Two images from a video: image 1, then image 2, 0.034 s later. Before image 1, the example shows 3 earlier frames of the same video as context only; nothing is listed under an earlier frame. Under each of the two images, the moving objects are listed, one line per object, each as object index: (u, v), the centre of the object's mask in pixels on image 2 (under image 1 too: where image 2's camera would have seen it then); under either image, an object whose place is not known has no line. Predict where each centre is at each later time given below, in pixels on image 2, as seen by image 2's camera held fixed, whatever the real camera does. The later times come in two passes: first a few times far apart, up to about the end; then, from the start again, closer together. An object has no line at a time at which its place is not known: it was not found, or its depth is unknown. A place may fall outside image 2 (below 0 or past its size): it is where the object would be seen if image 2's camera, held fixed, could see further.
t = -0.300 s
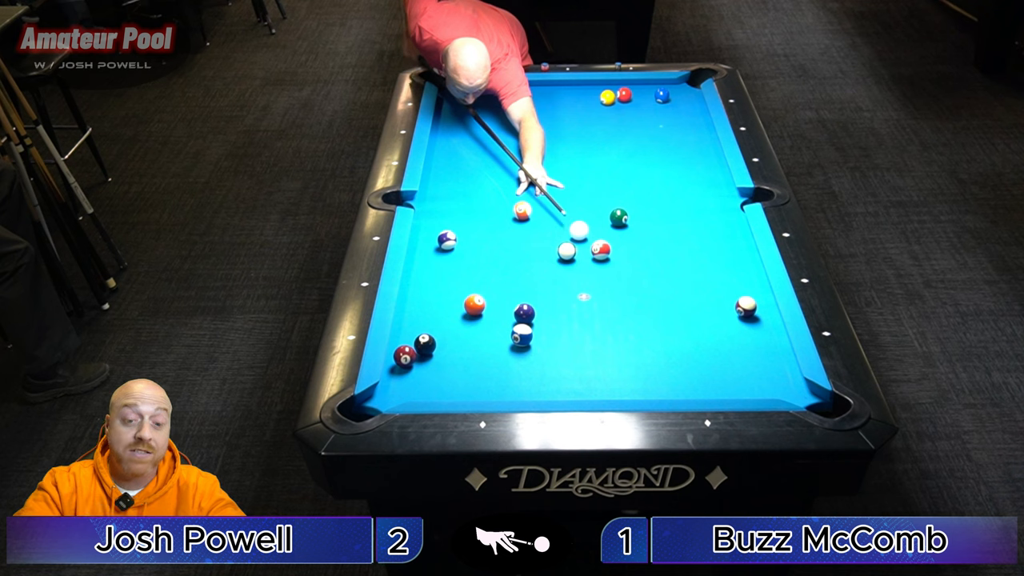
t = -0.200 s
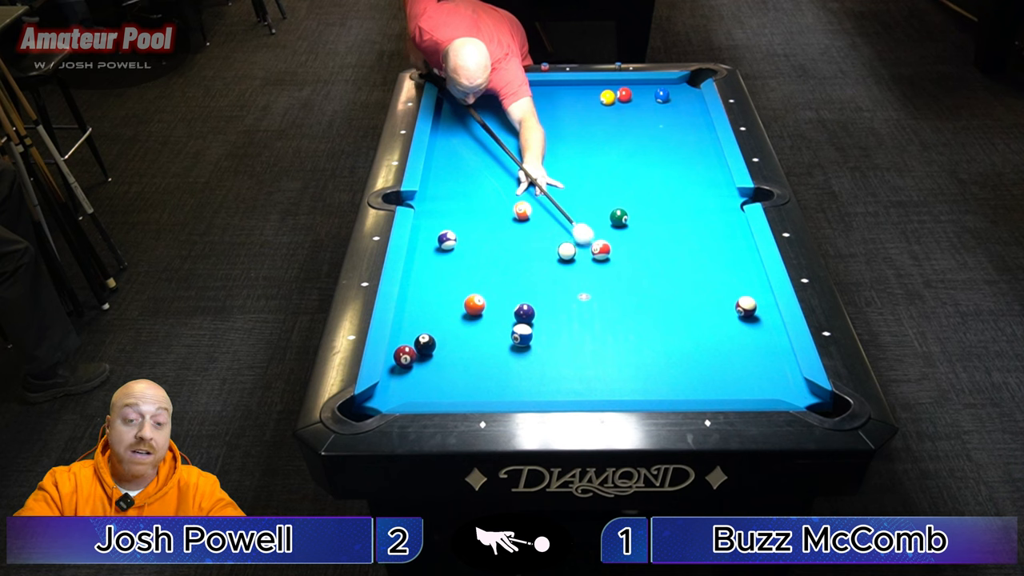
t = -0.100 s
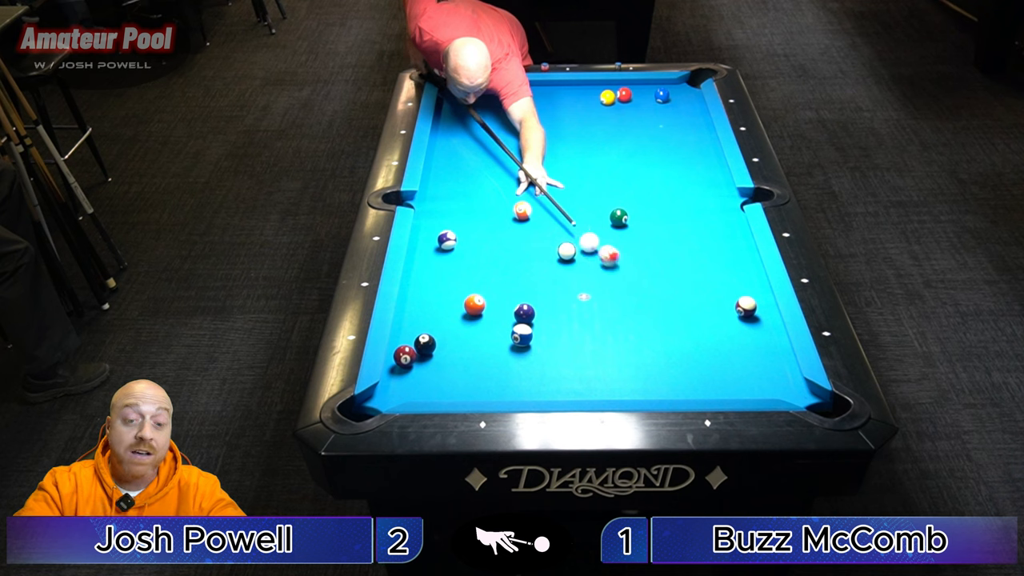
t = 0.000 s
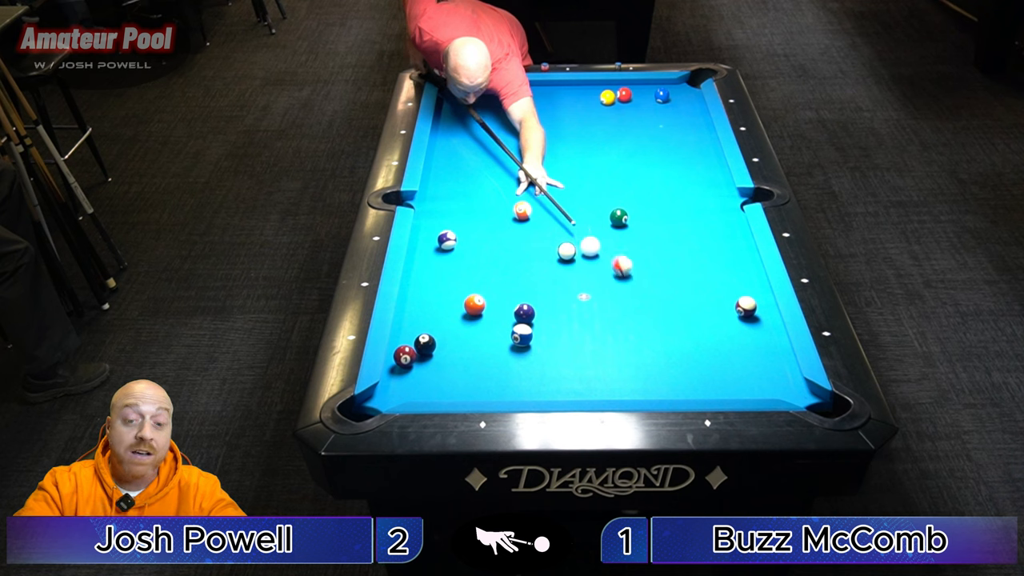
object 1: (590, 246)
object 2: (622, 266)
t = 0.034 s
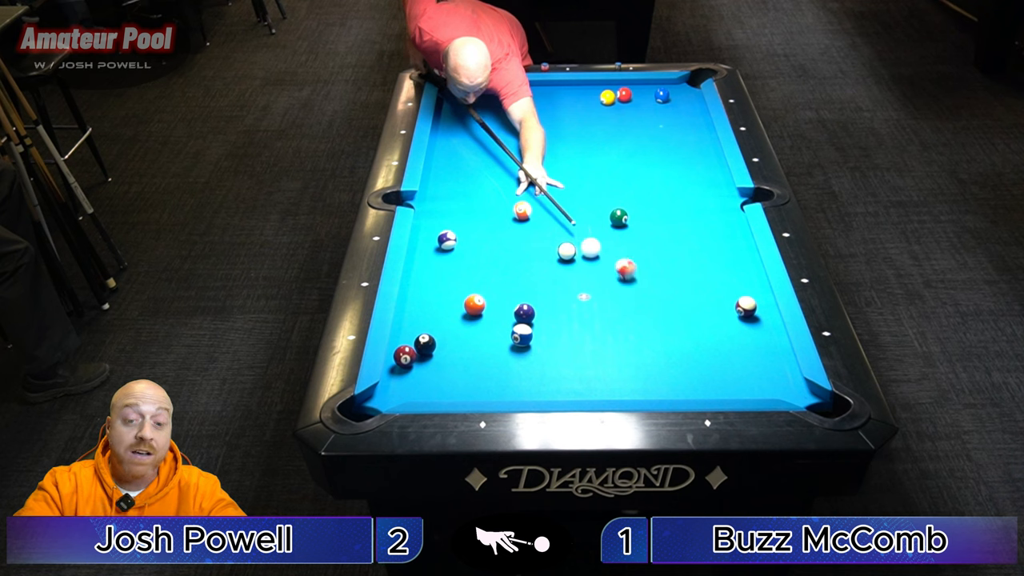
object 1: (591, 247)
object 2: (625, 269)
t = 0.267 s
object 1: (594, 257)
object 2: (655, 291)
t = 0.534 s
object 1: (597, 267)
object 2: (689, 318)
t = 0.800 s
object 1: (600, 276)
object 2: (725, 345)
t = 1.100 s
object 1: (604, 285)
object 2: (767, 376)
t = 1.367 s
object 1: (607, 292)
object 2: (806, 403)
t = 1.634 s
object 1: (609, 299)
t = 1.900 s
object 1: (611, 304)
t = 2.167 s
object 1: (613, 308)
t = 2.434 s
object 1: (615, 312)
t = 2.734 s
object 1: (616, 314)
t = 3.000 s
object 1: (617, 315)
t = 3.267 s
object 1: (618, 315)
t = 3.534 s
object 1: (618, 315)
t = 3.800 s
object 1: (618, 315)
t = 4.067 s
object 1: (618, 315)
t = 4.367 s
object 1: (618, 315)
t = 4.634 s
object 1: (618, 315)
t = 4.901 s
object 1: (618, 315)
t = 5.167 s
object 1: (618, 315)
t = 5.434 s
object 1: (618, 315)
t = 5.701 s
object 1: (618, 315)
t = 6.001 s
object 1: (618, 315)
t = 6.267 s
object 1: (618, 315)
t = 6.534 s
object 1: (618, 315)
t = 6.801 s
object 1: (618, 315)
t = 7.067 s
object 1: (618, 315)
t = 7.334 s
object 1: (618, 315)
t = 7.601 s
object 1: (618, 315)
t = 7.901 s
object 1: (618, 315)
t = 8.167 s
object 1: (618, 315)
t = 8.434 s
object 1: (618, 315)
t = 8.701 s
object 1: (618, 315)
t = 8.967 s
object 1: (618, 315)
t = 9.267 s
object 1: (618, 315)
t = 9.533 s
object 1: (618, 315)
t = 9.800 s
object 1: (618, 315)
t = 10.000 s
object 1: (618, 315)
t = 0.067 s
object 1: (591, 249)
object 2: (630, 272)
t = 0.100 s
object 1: (591, 250)
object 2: (634, 275)
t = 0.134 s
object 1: (592, 251)
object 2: (638, 278)
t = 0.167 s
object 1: (592, 253)
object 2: (642, 282)
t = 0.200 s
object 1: (593, 254)
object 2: (646, 285)
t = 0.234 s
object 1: (593, 255)
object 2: (650, 288)
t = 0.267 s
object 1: (594, 257)
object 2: (655, 291)
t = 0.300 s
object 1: (594, 258)
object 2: (659, 295)
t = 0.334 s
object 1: (595, 259)
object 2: (663, 297)
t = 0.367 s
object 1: (595, 260)
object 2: (667, 300)
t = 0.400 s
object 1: (596, 262)
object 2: (671, 304)
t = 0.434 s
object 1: (596, 263)
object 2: (676, 307)
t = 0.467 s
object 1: (596, 264)
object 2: (681, 311)
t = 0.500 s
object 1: (597, 265)
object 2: (685, 315)
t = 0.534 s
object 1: (597, 267)
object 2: (689, 318)
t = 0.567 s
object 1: (598, 268)
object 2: (694, 320)
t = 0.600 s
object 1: (598, 269)
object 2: (698, 324)
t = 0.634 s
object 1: (599, 270)
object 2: (703, 328)
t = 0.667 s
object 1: (599, 271)
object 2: (707, 332)
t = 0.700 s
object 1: (599, 273)
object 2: (711, 334)
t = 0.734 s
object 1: (600, 274)
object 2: (716, 337)
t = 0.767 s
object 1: (600, 275)
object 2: (720, 341)
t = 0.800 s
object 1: (600, 276)
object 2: (725, 345)
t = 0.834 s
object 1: (601, 277)
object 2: (729, 349)
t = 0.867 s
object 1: (601, 278)
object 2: (734, 351)
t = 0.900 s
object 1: (602, 279)
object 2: (739, 355)
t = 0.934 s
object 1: (602, 280)
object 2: (743, 359)
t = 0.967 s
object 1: (603, 281)
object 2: (748, 362)
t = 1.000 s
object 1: (603, 282)
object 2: (753, 366)
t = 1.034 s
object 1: (603, 283)
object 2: (757, 369)
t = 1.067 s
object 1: (604, 284)
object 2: (762, 373)
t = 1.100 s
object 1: (604, 285)
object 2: (767, 376)
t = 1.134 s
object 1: (605, 286)
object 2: (772, 380)
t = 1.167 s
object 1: (605, 287)
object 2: (776, 384)
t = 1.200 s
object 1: (605, 288)
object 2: (781, 387)
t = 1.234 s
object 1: (606, 289)
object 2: (786, 390)
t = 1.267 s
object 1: (606, 290)
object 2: (791, 393)
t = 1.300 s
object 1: (606, 291)
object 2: (797, 396)
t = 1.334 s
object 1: (607, 291)
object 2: (802, 399)
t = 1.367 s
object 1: (607, 292)
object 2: (806, 403)
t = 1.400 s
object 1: (607, 293)
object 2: (811, 408)
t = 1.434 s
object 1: (608, 294)
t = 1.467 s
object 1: (608, 295)
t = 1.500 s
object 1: (608, 296)
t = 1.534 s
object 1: (609, 297)
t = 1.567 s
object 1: (609, 297)
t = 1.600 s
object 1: (609, 298)
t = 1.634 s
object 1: (609, 299)
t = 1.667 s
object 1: (610, 299)
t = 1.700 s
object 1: (610, 300)
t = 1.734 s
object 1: (610, 301)
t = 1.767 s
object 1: (610, 302)
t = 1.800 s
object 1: (611, 302)
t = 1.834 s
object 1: (611, 303)
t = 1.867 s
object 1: (611, 303)
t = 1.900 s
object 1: (611, 304)
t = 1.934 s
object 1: (612, 305)
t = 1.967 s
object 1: (612, 305)
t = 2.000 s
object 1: (612, 306)
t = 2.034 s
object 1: (612, 306)
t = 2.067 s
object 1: (613, 307)
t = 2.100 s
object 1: (613, 307)
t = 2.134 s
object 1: (613, 308)
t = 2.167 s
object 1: (613, 308)
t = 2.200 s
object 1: (614, 309)
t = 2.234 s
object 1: (614, 309)
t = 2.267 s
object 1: (614, 310)
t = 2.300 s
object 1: (614, 310)
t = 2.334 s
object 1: (615, 310)
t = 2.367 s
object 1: (615, 311)
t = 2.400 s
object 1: (615, 311)
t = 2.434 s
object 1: (615, 312)
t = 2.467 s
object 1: (615, 312)
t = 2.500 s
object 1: (615, 312)
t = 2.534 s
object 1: (615, 313)
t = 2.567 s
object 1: (615, 313)
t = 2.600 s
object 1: (616, 313)
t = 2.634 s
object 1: (616, 313)
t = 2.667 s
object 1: (616, 314)
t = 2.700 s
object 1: (616, 314)
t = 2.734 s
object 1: (616, 314)
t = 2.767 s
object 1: (617, 314)
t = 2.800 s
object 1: (617, 314)
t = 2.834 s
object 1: (617, 315)
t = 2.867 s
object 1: (617, 315)
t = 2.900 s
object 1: (617, 315)
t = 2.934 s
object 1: (617, 315)
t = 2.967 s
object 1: (617, 315)
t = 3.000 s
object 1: (617, 315)
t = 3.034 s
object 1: (617, 315)
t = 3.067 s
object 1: (617, 315)
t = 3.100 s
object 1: (618, 315)
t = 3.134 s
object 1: (618, 315)
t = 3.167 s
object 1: (618, 315)
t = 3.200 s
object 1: (618, 315)
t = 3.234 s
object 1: (618, 315)
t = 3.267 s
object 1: (618, 315)
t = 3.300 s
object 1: (618, 315)
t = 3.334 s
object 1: (618, 315)
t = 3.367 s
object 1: (618, 315)
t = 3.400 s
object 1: (618, 315)
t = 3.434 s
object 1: (618, 315)
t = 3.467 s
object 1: (618, 315)
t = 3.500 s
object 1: (618, 315)
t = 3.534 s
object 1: (618, 315)
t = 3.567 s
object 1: (618, 315)
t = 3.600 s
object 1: (618, 315)
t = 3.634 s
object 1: (618, 315)
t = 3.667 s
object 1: (618, 315)
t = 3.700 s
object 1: (618, 315)
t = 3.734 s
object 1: (618, 315)
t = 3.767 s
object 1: (618, 315)
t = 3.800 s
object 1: (618, 315)
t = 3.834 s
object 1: (618, 315)
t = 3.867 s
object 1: (618, 315)
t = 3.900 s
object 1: (618, 315)
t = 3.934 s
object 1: (618, 315)
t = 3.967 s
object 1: (618, 315)
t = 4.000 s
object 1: (618, 315)
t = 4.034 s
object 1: (618, 315)
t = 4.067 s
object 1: (618, 315)
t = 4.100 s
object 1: (618, 315)
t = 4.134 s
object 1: (618, 315)
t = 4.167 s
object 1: (618, 315)
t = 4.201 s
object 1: (618, 315)
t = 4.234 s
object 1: (618, 315)
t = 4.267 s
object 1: (618, 315)
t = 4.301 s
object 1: (618, 315)
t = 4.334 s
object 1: (618, 315)
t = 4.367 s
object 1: (618, 315)
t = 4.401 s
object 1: (618, 315)
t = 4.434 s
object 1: (618, 315)
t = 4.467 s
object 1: (618, 315)
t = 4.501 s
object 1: (618, 315)
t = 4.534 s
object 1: (618, 315)
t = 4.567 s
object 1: (618, 315)
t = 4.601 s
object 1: (618, 315)
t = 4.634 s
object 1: (618, 315)
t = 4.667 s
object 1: (618, 315)
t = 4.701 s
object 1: (618, 315)
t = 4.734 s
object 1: (618, 315)
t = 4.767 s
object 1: (618, 315)
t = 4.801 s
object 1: (618, 315)
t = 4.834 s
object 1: (618, 315)
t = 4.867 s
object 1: (618, 315)
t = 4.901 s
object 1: (618, 315)
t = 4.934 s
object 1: (618, 315)
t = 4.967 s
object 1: (618, 315)
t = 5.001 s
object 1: (618, 315)
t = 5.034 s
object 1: (618, 315)
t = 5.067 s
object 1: (618, 315)
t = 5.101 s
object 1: (618, 315)
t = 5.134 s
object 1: (618, 315)
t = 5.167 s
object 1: (618, 315)
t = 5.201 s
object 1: (618, 315)
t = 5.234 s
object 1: (618, 315)
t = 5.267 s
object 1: (618, 315)
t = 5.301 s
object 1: (618, 315)
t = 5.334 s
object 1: (618, 315)
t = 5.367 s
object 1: (618, 315)
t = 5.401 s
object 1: (618, 315)
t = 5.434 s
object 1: (618, 315)
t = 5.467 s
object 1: (618, 315)
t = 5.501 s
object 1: (618, 315)
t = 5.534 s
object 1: (618, 315)
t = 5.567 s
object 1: (618, 315)
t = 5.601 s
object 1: (618, 315)
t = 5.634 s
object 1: (618, 315)
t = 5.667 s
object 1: (618, 315)
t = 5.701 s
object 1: (618, 315)
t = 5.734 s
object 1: (618, 315)
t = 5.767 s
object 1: (618, 315)
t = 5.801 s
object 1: (618, 315)
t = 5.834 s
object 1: (618, 315)
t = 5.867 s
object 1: (618, 315)
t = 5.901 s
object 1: (618, 315)
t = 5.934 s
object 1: (618, 315)
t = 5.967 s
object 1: (618, 315)
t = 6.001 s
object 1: (618, 315)
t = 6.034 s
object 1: (618, 315)
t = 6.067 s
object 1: (618, 315)
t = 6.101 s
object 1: (618, 315)
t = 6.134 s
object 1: (618, 315)
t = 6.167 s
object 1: (618, 315)
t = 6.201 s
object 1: (618, 315)
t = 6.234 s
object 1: (618, 315)
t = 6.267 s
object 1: (618, 315)
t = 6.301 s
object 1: (618, 315)
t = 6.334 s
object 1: (618, 315)
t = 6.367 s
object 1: (618, 315)
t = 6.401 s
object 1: (618, 315)
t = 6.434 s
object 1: (618, 315)
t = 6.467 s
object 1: (618, 315)
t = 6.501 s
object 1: (618, 315)
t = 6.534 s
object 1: (618, 315)
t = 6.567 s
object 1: (618, 315)
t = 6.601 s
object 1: (618, 315)
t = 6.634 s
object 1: (618, 315)
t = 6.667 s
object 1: (618, 315)
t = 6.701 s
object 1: (618, 315)
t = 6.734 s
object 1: (618, 315)
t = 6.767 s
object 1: (618, 315)
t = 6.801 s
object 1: (618, 315)
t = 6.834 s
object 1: (618, 315)
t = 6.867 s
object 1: (618, 315)
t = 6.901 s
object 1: (618, 315)
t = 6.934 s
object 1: (618, 315)
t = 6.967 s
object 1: (618, 315)
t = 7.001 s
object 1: (618, 315)
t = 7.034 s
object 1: (618, 315)
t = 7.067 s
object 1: (618, 315)
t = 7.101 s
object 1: (618, 315)
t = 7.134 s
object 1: (618, 315)
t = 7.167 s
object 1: (618, 315)
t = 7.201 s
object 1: (618, 315)
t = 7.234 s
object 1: (618, 315)
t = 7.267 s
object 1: (618, 315)
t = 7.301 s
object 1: (618, 315)
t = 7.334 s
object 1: (618, 315)
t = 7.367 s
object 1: (618, 315)
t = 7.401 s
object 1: (618, 315)
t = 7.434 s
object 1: (618, 315)
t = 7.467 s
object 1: (618, 315)
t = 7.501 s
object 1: (618, 315)
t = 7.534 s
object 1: (618, 315)
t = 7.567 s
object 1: (618, 315)
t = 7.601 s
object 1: (618, 315)
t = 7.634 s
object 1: (618, 315)
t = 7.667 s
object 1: (618, 315)
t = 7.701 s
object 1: (618, 315)
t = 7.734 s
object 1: (618, 315)
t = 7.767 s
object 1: (618, 315)
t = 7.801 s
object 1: (618, 315)
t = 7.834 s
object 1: (618, 315)
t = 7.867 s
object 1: (618, 315)
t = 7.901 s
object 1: (618, 315)
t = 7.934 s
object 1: (618, 315)
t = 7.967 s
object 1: (618, 315)
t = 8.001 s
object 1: (618, 315)
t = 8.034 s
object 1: (618, 315)
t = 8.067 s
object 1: (618, 315)
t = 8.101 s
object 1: (618, 315)
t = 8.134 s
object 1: (618, 315)
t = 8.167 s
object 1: (618, 315)
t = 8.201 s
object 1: (618, 315)
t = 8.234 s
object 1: (618, 315)
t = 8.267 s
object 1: (618, 315)
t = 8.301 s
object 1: (618, 315)
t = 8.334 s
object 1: (618, 315)
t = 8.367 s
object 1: (618, 315)
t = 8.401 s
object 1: (618, 315)
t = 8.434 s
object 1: (618, 315)
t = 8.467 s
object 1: (618, 315)
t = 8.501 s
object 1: (618, 315)
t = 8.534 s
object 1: (618, 315)
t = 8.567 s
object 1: (618, 315)
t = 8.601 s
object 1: (618, 315)
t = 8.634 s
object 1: (618, 315)
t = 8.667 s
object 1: (618, 315)
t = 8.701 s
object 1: (618, 315)
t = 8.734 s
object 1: (618, 315)
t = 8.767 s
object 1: (618, 315)
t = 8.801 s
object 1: (618, 315)
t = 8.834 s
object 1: (618, 315)
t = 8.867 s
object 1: (618, 315)
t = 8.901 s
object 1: (618, 315)
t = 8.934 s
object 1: (618, 315)
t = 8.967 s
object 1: (618, 315)
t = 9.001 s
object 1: (618, 315)
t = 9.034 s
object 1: (618, 315)
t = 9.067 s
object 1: (618, 315)
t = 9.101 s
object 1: (618, 315)
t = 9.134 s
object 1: (618, 315)
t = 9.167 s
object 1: (618, 315)
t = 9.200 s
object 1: (618, 315)
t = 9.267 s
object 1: (618, 315)
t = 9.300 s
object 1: (618, 315)
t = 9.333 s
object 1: (618, 315)
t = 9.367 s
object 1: (618, 315)
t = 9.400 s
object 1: (618, 315)
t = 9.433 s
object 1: (618, 315)
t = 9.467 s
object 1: (618, 315)
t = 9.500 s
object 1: (618, 315)
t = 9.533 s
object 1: (618, 315)
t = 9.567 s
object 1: (618, 315)
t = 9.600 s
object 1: (618, 315)
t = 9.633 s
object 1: (618, 315)
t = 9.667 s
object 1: (618, 315)
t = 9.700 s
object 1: (618, 315)
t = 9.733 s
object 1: (618, 315)
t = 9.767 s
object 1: (618, 315)
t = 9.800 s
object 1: (618, 315)
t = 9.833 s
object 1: (618, 315)
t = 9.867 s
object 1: (618, 315)
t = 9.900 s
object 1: (618, 315)
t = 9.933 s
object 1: (618, 315)
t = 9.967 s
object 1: (618, 315)
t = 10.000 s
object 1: (618, 315)
